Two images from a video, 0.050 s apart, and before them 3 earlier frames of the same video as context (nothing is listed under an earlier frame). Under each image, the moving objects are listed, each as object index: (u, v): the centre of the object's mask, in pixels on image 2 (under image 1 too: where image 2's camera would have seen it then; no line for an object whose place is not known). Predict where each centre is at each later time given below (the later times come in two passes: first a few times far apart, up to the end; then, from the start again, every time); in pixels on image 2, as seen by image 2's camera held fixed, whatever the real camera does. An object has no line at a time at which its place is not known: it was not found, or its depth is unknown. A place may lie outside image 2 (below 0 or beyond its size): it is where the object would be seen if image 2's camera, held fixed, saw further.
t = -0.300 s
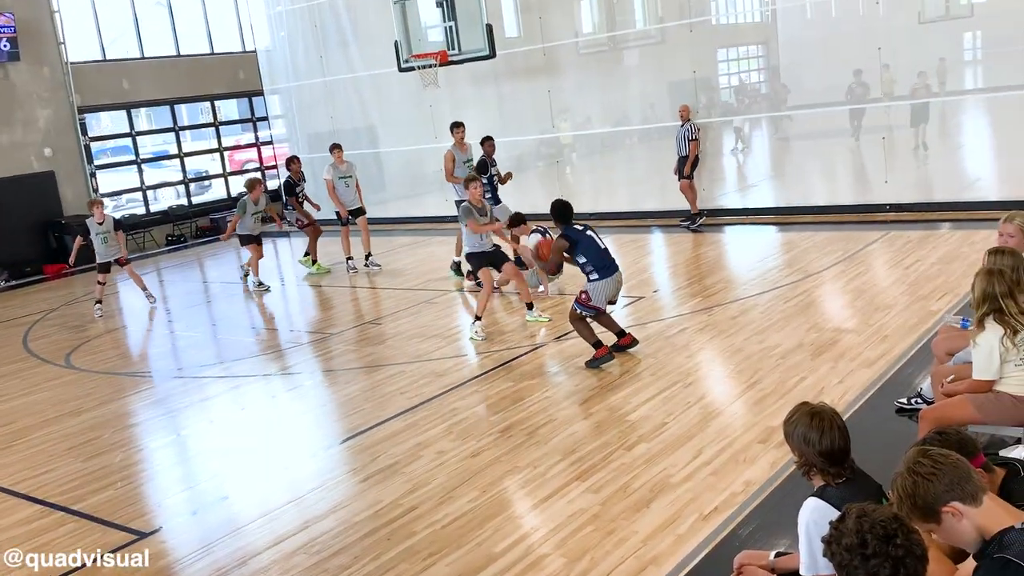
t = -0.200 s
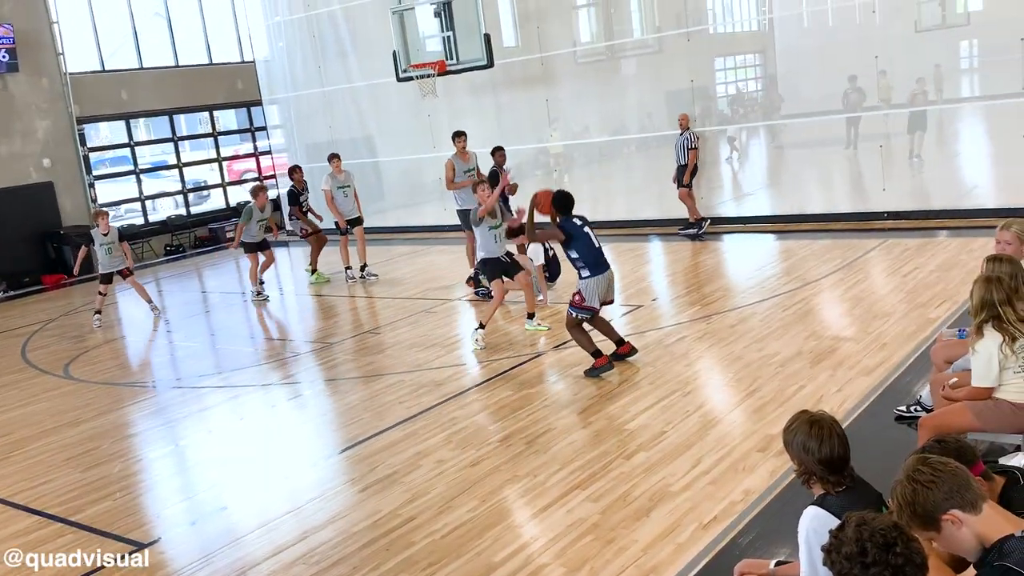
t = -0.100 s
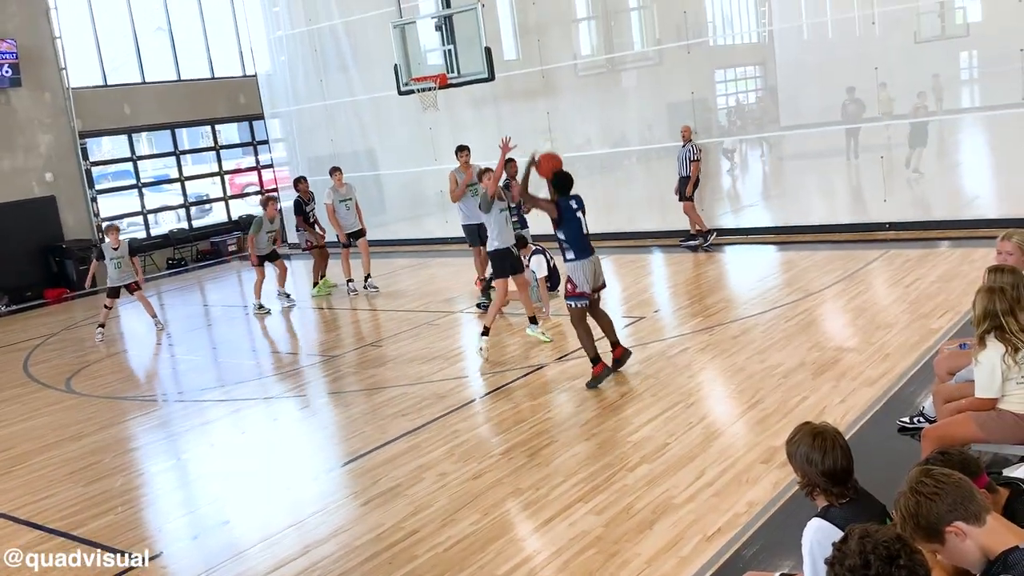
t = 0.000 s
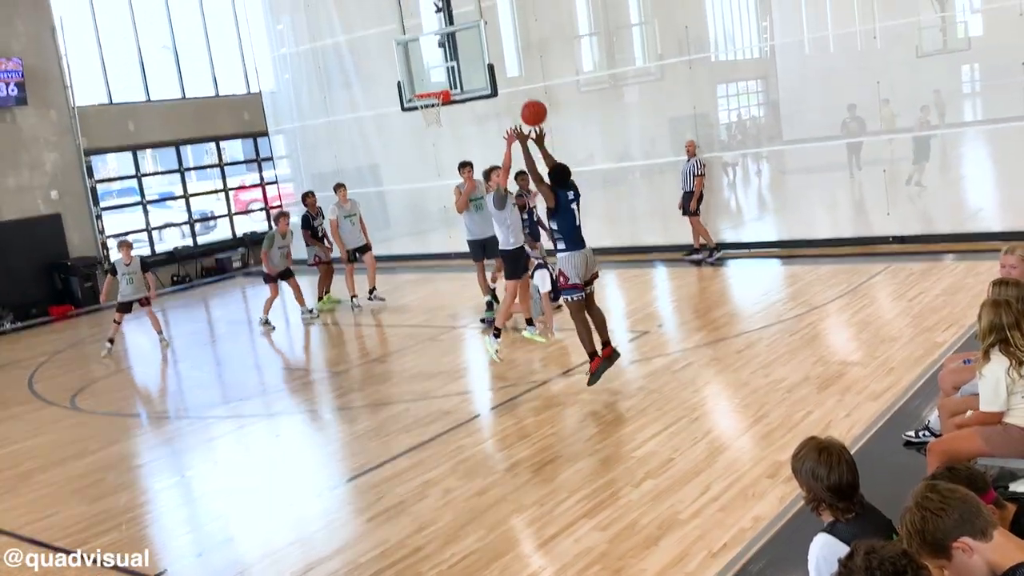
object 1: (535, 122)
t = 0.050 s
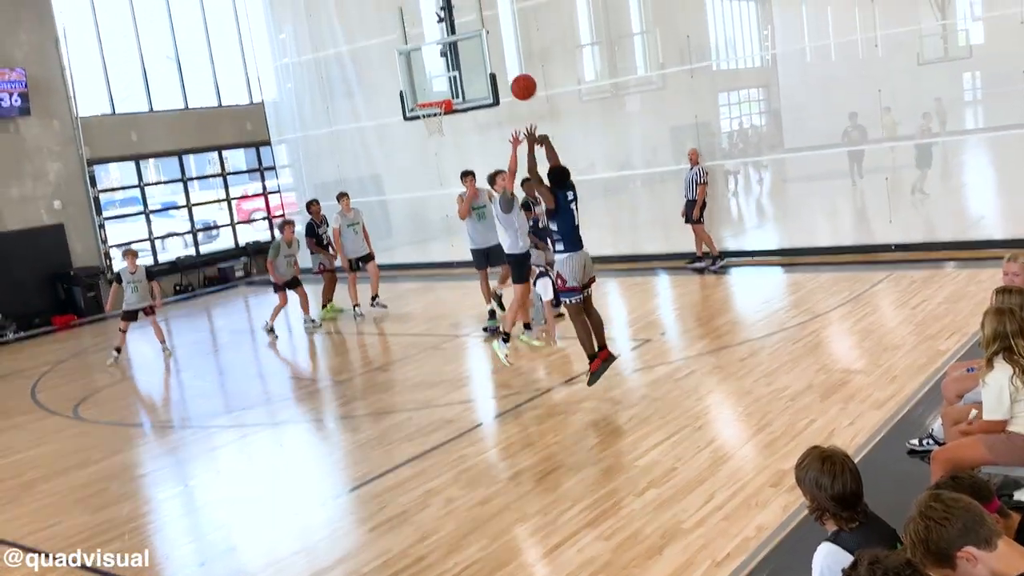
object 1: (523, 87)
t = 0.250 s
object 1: (483, -9)
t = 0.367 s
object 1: (465, -40)
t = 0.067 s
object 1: (519, 76)
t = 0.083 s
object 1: (516, 66)
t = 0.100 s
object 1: (512, 57)
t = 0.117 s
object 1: (508, 48)
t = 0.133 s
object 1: (505, 39)
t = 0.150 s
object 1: (501, 31)
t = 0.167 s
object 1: (498, 23)
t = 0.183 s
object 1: (495, 15)
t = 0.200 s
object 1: (491, 9)
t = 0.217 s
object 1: (488, 2)
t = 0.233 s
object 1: (486, -4)
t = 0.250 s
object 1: (483, -9)
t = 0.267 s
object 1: (480, -15)
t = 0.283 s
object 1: (477, -19)
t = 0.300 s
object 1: (475, -24)
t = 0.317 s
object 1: (472, -28)
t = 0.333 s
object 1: (469, -33)
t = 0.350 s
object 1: (468, -36)
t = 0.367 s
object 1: (465, -40)
